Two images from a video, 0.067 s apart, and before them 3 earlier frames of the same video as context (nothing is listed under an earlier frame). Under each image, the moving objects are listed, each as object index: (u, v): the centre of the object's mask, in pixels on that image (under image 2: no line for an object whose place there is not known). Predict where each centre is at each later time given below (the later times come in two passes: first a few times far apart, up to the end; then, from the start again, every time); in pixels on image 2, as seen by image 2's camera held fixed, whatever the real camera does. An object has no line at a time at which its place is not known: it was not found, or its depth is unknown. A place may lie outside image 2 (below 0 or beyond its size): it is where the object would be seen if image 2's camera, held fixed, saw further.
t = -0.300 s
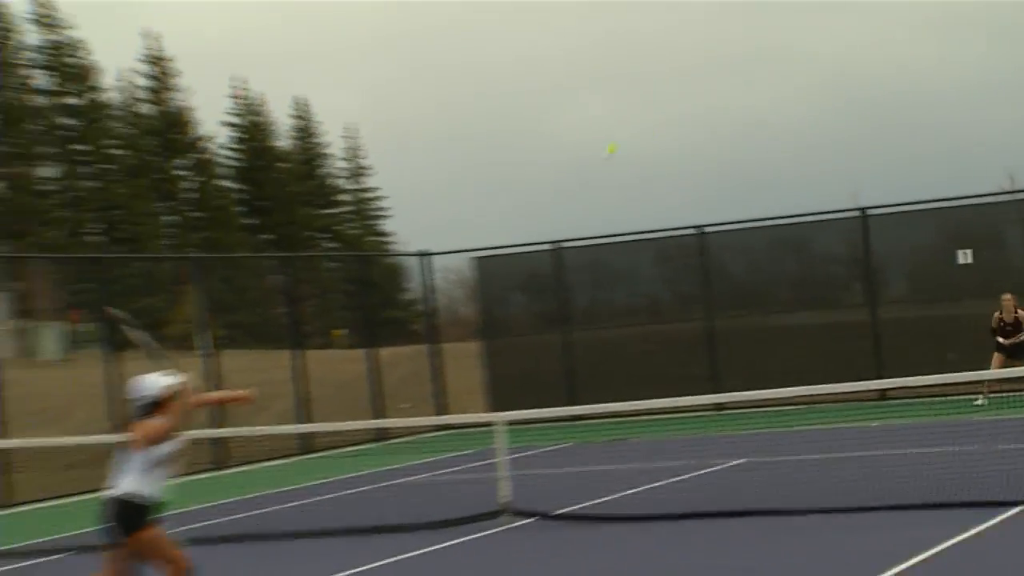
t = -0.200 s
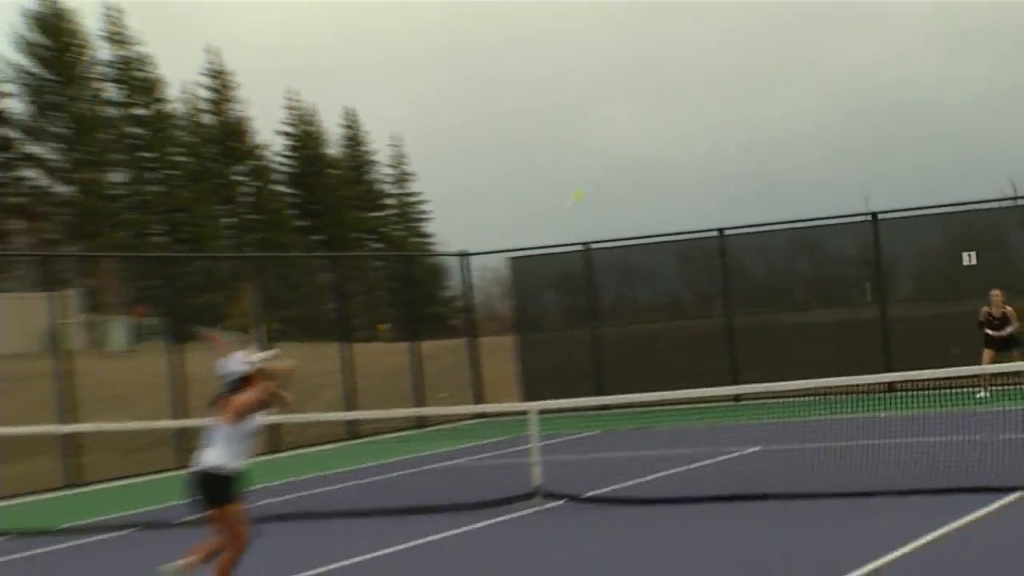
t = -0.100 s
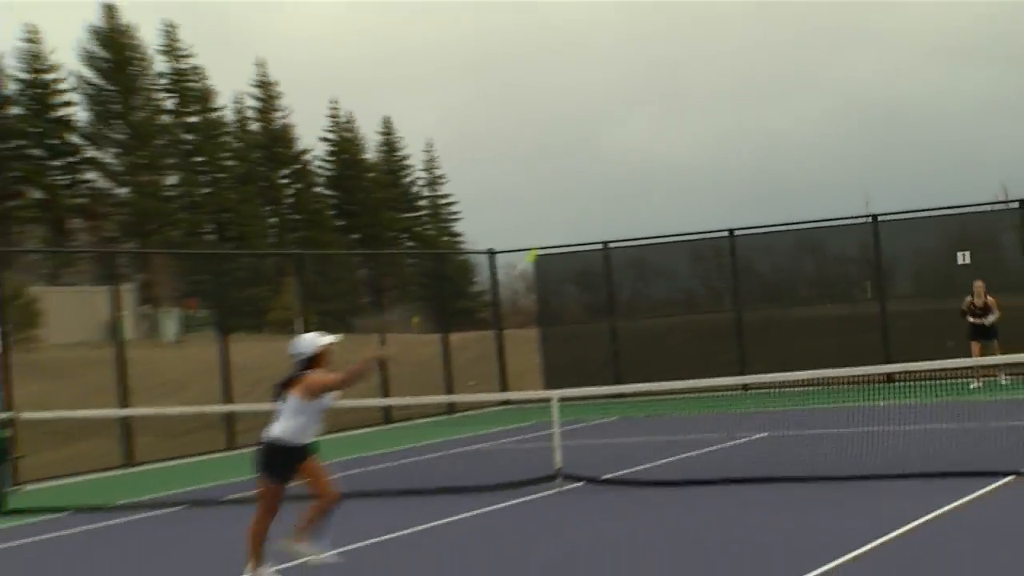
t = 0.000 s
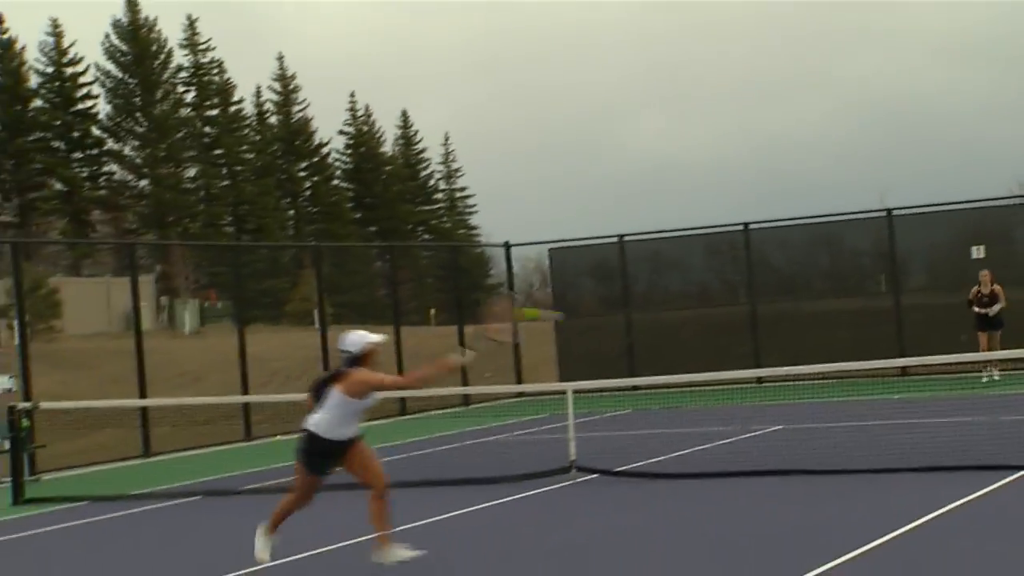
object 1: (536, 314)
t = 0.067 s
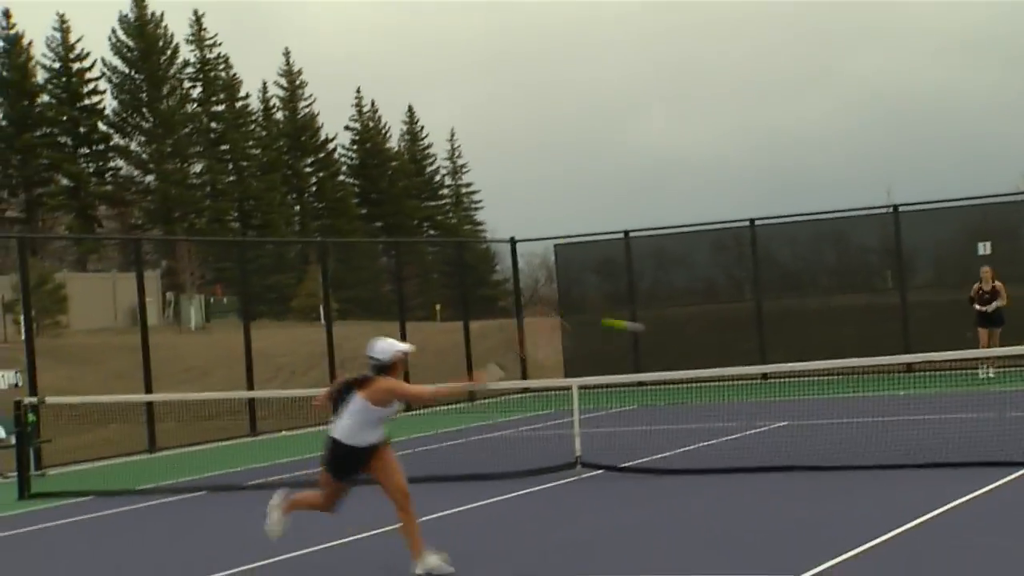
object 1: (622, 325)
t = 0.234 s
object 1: (768, 375)
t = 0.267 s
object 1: (792, 387)
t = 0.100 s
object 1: (656, 333)
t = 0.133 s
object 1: (688, 343)
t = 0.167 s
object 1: (716, 353)
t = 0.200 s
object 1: (739, 362)
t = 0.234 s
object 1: (768, 375)
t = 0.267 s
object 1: (792, 387)
